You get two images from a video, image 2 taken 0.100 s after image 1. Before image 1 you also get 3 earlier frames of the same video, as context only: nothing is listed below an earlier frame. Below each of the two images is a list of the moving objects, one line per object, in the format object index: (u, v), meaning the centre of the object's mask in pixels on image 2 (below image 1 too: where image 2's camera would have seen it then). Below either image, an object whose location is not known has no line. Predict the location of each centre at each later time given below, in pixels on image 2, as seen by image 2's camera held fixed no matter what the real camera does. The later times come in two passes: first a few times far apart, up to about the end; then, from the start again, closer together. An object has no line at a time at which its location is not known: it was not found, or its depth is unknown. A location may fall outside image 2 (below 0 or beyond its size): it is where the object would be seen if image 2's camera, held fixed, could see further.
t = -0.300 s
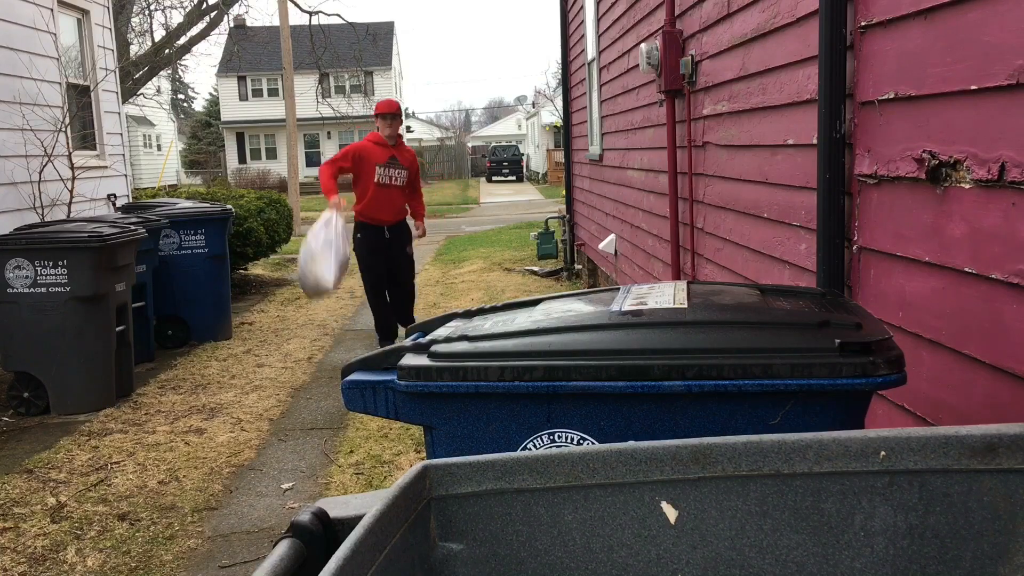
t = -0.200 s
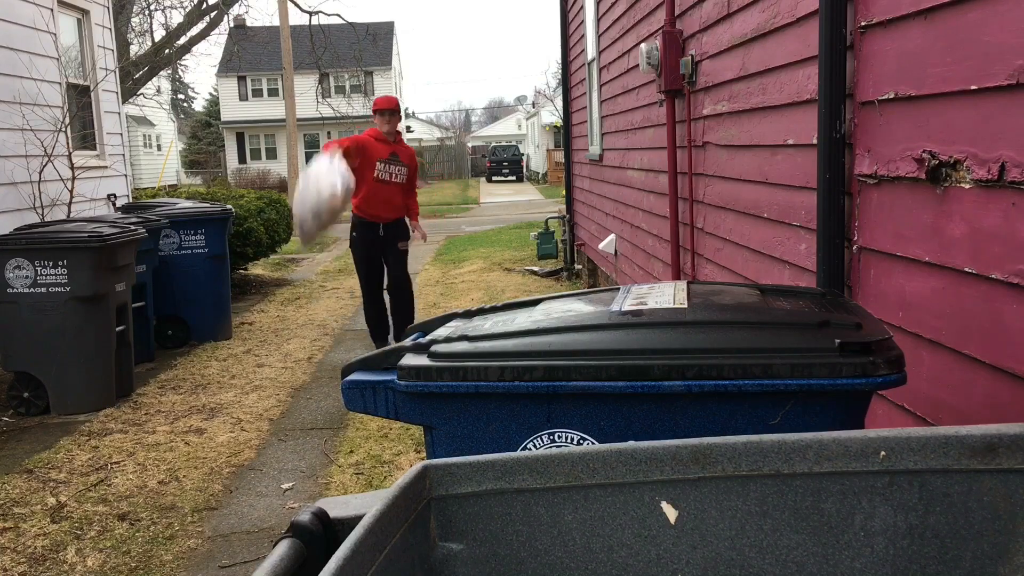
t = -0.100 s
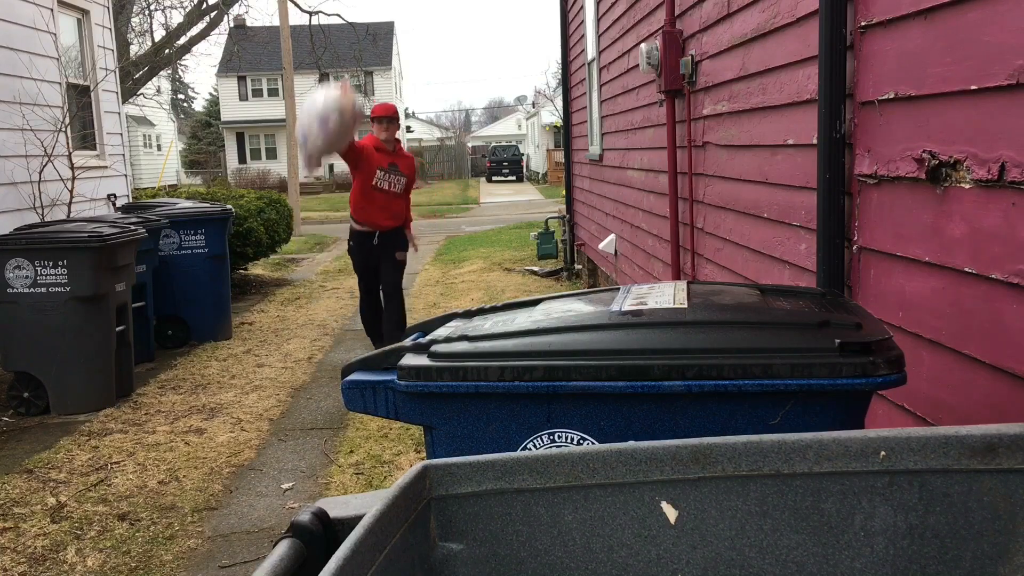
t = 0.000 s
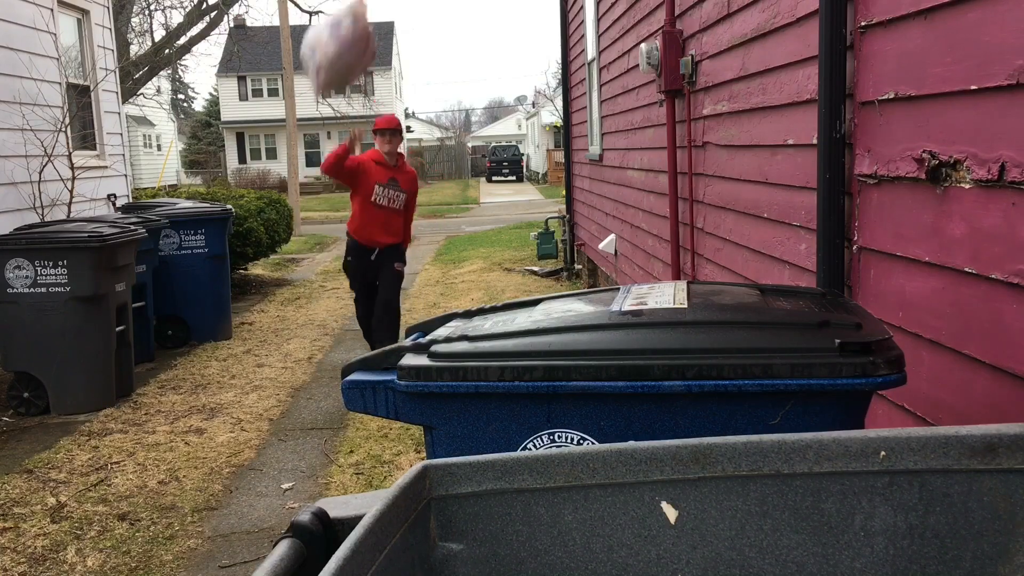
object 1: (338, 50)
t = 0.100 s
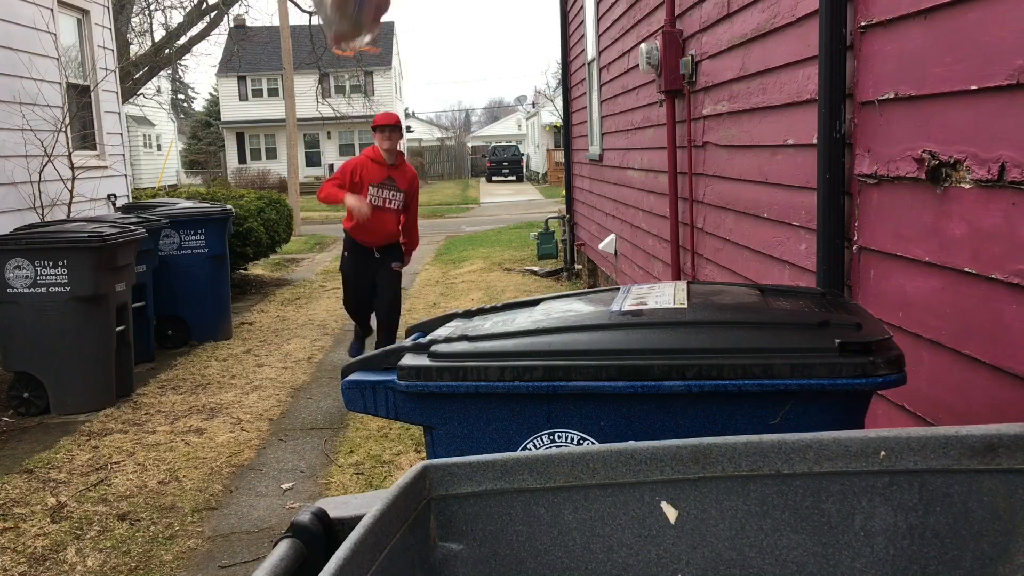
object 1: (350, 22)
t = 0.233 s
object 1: (372, 9)
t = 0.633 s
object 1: (567, 72)
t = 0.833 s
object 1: (849, 361)
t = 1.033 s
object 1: (891, 358)
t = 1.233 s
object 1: (888, 365)
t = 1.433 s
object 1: (882, 374)
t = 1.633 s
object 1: (876, 381)
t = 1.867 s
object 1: (878, 384)
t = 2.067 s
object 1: (878, 392)
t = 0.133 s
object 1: (355, 18)
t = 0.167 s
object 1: (361, 14)
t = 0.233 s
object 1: (372, 9)
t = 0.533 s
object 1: (485, 20)
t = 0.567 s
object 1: (507, 30)
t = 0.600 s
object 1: (535, 45)
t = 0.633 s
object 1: (567, 72)
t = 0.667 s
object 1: (610, 107)
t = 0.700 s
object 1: (655, 174)
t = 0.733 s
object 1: (714, 240)
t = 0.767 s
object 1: (770, 304)
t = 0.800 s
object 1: (809, 339)
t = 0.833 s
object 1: (849, 361)
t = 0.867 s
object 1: (864, 367)
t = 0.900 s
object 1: (876, 357)
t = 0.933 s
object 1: (884, 352)
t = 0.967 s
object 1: (888, 351)
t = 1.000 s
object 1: (890, 355)
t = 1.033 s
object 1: (891, 358)
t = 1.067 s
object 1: (891, 357)
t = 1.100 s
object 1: (892, 356)
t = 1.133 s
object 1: (891, 361)
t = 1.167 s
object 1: (890, 363)
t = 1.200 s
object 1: (889, 364)
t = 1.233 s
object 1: (888, 365)
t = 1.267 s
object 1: (888, 366)
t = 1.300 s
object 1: (888, 368)
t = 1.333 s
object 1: (887, 369)
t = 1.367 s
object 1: (886, 371)
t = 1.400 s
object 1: (883, 372)
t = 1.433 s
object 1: (882, 374)
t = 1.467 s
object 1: (881, 375)
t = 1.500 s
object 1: (880, 377)
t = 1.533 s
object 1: (879, 378)
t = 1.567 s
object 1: (878, 379)
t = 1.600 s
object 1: (877, 380)
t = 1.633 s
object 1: (876, 381)
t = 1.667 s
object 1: (876, 381)
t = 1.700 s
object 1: (876, 382)
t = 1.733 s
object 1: (876, 383)
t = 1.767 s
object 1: (876, 383)
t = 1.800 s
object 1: (877, 384)
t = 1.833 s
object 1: (877, 384)
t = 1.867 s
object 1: (878, 384)
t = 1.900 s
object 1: (878, 384)
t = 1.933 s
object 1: (879, 385)
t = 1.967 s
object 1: (879, 385)
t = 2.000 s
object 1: (879, 386)
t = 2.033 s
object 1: (879, 389)
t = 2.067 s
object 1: (878, 392)
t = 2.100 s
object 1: (877, 397)
